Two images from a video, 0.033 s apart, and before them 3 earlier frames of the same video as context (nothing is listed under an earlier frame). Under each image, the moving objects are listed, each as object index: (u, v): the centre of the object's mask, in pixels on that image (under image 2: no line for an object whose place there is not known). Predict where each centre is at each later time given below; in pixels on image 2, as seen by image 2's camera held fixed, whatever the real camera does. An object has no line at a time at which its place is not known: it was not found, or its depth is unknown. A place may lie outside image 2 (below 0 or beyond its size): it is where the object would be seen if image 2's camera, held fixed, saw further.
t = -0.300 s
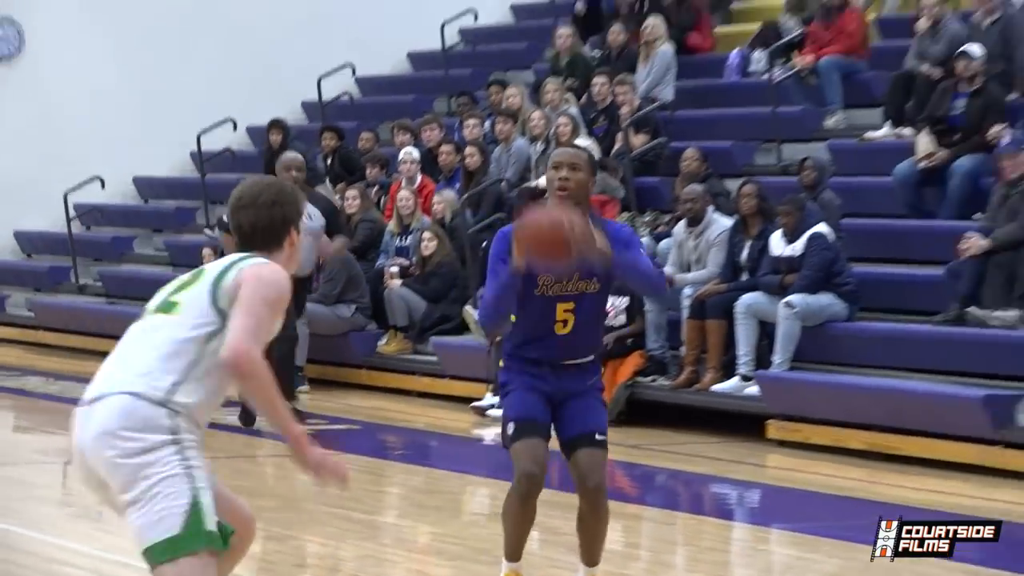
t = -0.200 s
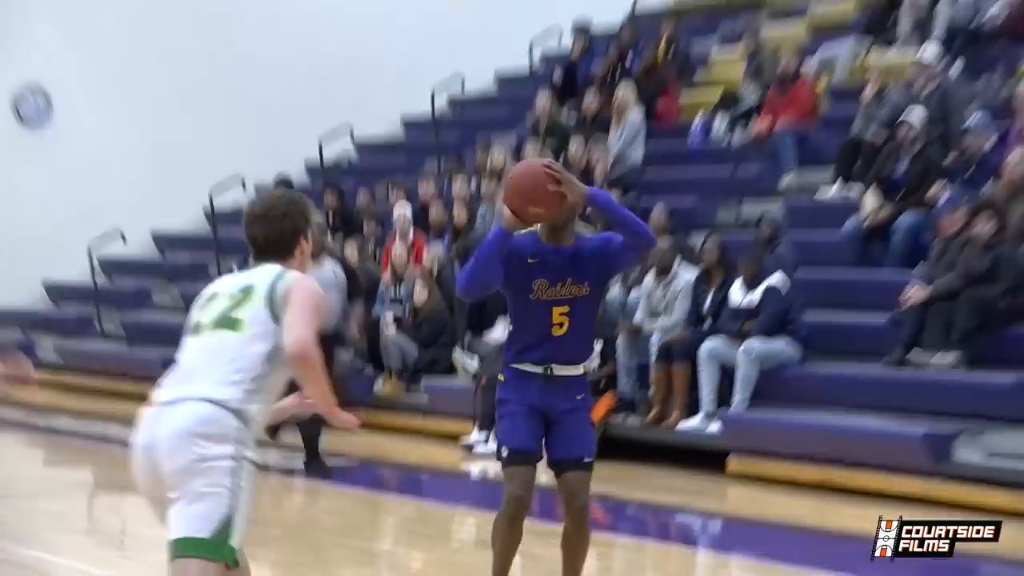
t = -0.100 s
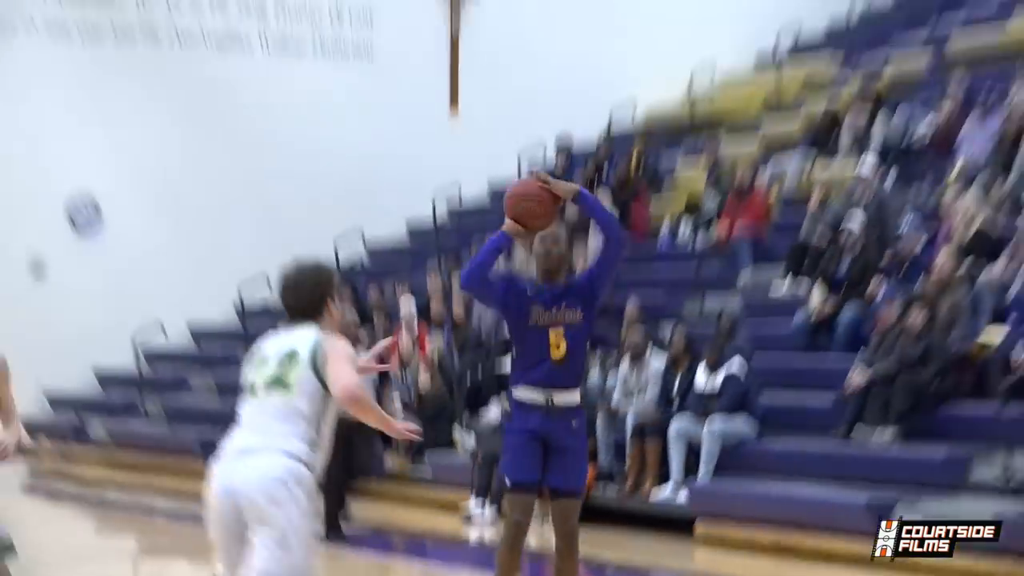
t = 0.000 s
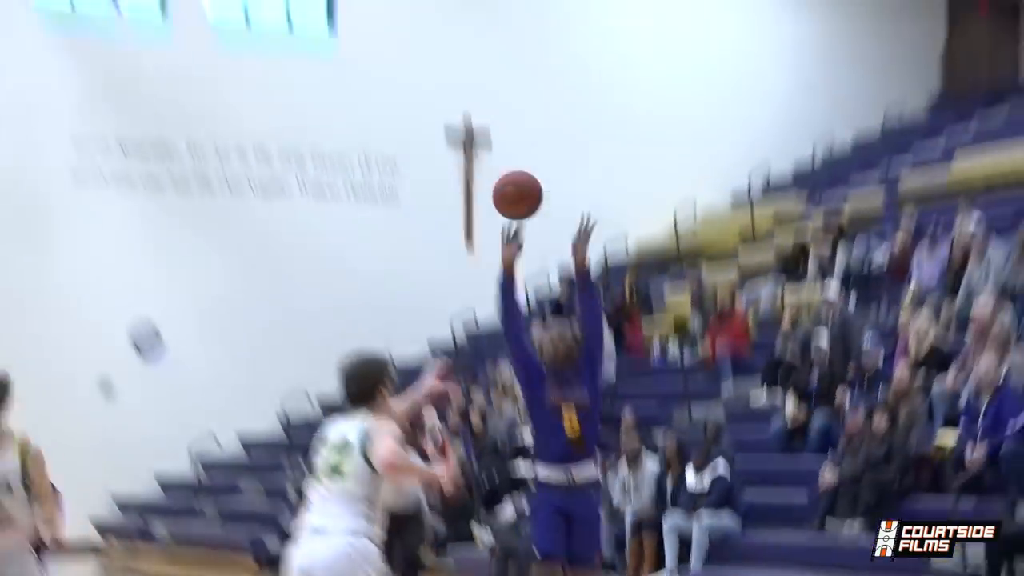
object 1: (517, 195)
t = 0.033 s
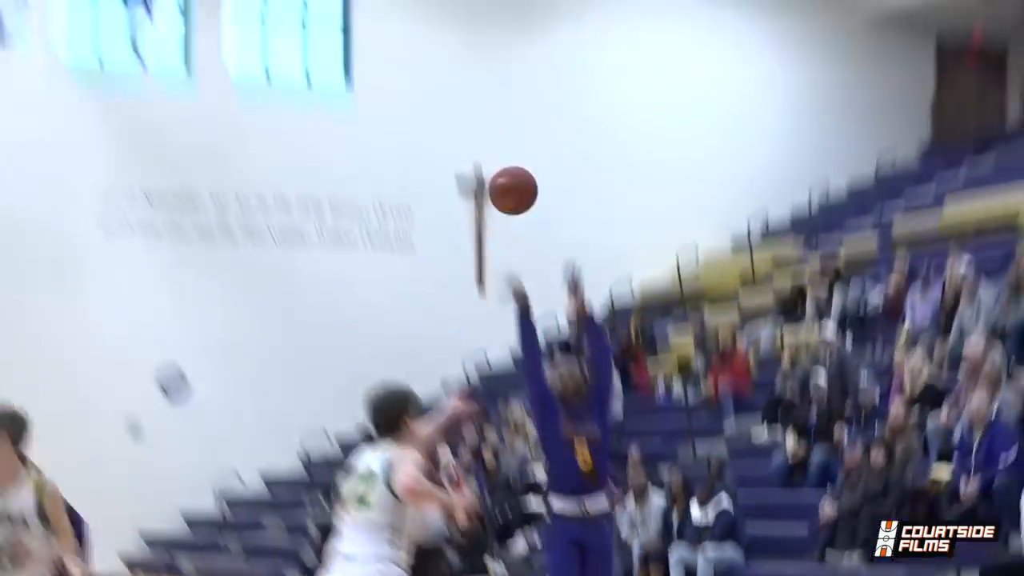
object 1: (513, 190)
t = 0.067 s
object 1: (500, 141)
